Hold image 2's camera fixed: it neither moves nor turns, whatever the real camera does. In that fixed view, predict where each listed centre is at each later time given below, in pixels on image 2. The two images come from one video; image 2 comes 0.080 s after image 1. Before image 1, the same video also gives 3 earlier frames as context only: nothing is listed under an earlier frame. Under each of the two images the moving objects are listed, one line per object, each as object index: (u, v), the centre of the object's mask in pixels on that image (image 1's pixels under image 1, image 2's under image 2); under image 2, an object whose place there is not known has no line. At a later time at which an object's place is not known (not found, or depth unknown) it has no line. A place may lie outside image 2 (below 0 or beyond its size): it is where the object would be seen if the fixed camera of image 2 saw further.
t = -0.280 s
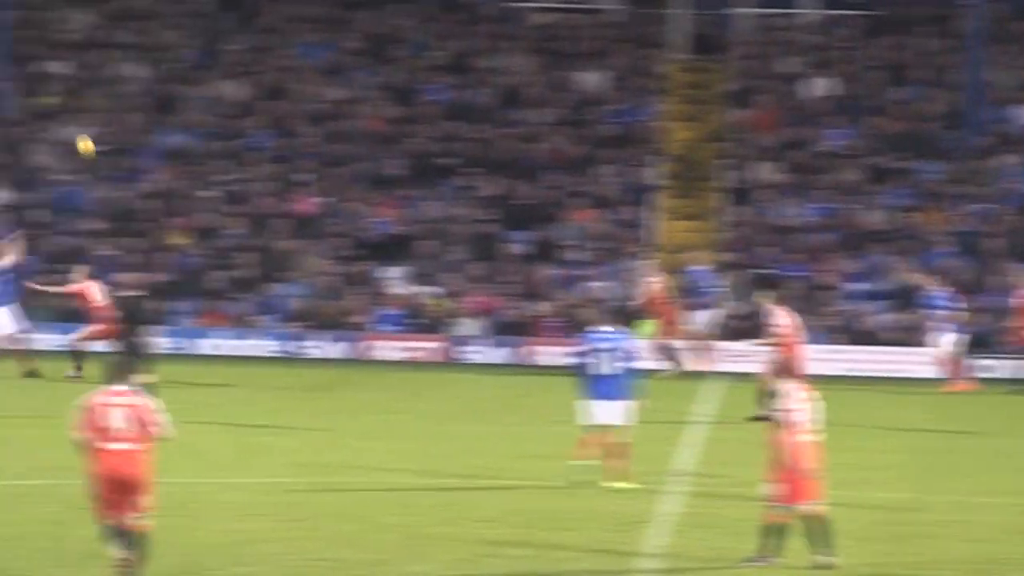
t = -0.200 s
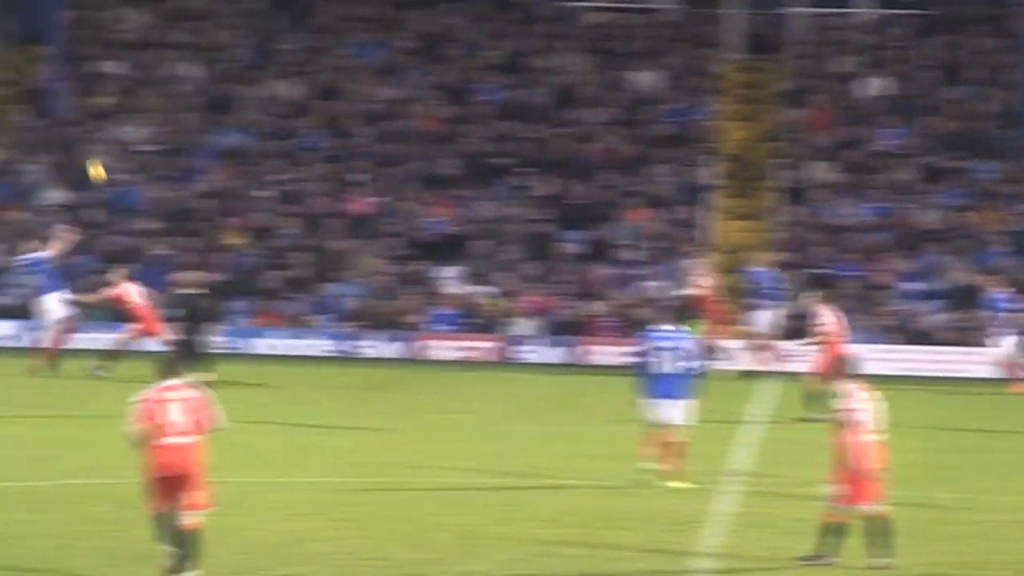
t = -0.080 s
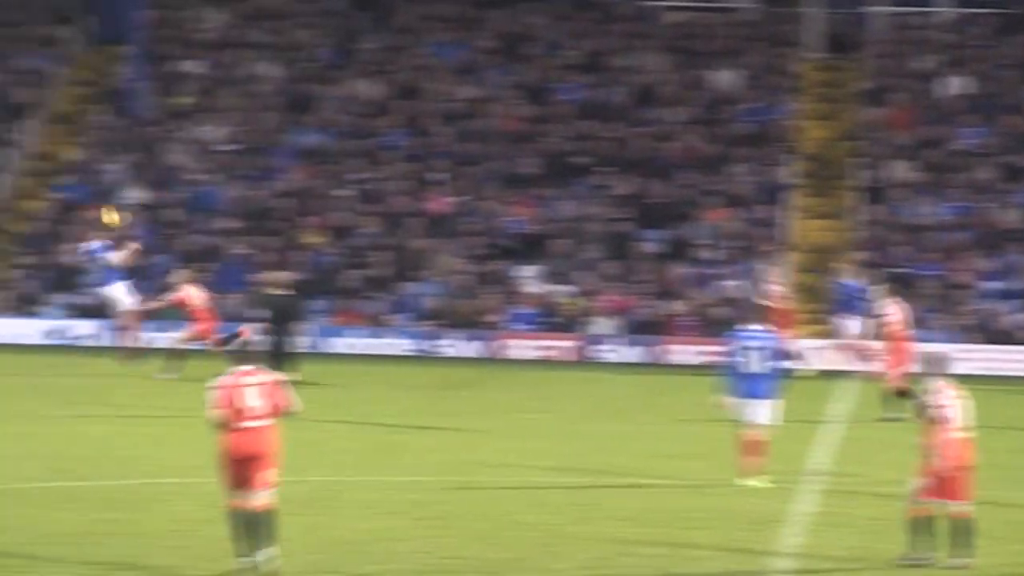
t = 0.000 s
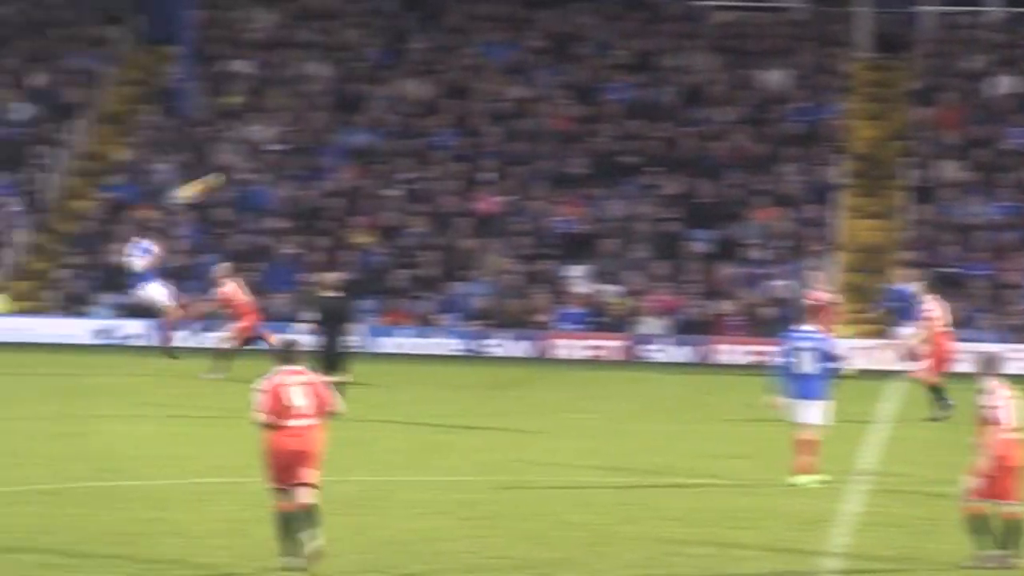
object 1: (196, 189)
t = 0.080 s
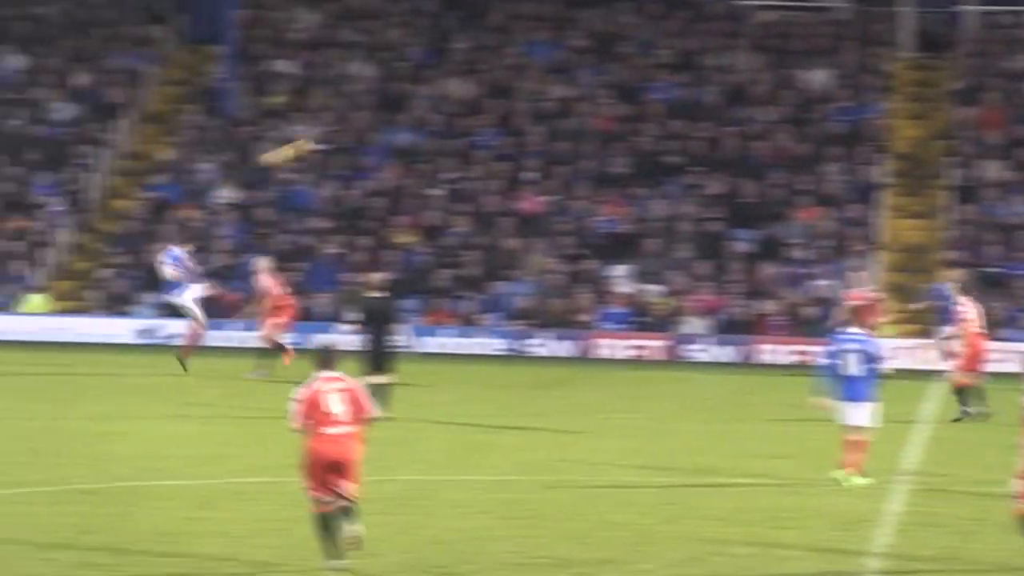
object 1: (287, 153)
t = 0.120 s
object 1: (311, 137)
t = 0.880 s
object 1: (732, 63)
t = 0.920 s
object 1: (753, 71)
